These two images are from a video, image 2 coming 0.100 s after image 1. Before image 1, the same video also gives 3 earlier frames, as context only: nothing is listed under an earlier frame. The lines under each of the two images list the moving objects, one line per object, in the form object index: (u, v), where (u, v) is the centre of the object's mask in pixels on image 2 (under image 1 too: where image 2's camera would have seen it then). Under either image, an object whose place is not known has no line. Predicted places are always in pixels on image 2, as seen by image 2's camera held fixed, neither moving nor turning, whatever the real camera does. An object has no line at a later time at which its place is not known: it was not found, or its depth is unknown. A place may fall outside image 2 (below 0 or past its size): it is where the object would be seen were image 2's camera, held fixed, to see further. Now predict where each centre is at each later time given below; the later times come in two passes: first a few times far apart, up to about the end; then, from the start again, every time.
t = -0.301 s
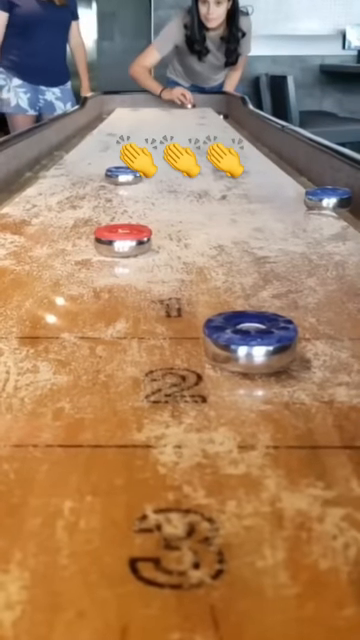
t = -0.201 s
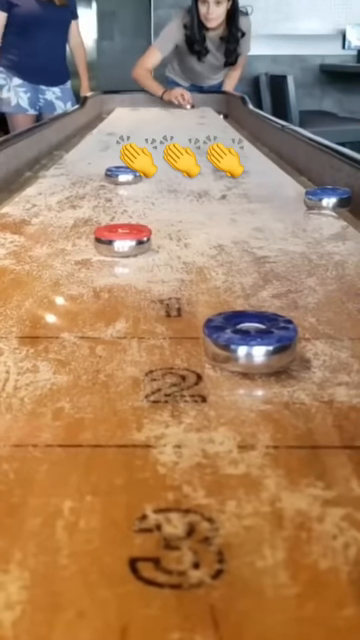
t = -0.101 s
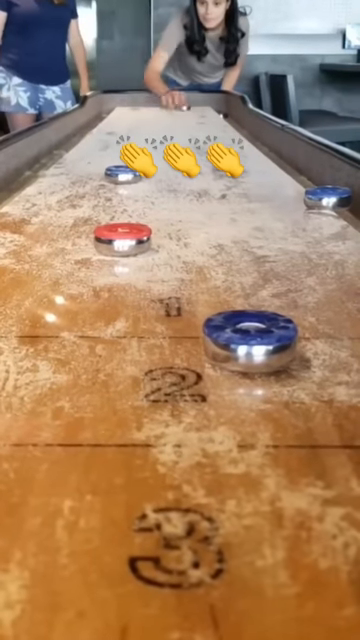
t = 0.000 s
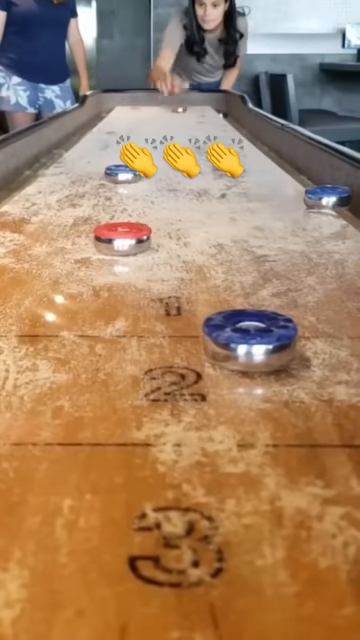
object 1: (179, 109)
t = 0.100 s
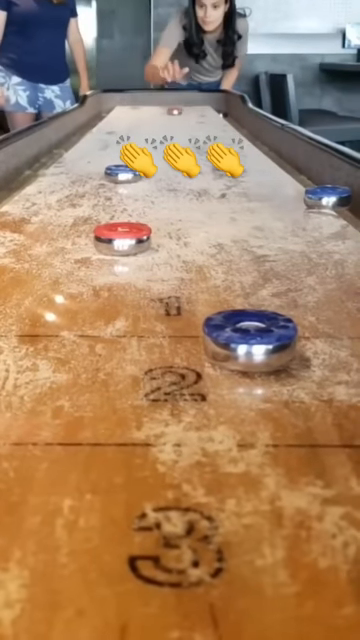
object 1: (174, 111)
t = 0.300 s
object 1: (163, 117)
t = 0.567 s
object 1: (144, 125)
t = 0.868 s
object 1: (117, 136)
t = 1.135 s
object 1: (88, 150)
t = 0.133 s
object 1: (172, 112)
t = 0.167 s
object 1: (171, 112)
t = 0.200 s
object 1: (169, 113)
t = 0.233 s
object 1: (167, 114)
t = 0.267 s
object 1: (165, 115)
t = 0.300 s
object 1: (163, 117)
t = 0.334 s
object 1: (161, 117)
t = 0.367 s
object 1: (159, 119)
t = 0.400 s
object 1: (156, 120)
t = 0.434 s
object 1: (154, 120)
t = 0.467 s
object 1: (151, 121)
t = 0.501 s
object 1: (149, 122)
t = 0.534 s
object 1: (147, 124)
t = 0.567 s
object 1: (144, 125)
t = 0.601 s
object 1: (142, 126)
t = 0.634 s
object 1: (139, 127)
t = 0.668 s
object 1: (136, 128)
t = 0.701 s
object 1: (133, 130)
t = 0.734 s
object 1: (130, 131)
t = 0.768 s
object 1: (127, 132)
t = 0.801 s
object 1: (124, 134)
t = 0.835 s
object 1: (121, 135)
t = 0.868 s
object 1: (117, 136)
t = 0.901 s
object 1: (114, 138)
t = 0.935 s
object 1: (111, 139)
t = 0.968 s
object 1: (107, 141)
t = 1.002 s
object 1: (104, 142)
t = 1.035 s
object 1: (100, 144)
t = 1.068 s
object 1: (96, 146)
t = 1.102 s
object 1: (93, 148)
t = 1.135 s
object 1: (88, 150)
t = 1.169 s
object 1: (84, 152)
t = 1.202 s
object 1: (80, 154)
